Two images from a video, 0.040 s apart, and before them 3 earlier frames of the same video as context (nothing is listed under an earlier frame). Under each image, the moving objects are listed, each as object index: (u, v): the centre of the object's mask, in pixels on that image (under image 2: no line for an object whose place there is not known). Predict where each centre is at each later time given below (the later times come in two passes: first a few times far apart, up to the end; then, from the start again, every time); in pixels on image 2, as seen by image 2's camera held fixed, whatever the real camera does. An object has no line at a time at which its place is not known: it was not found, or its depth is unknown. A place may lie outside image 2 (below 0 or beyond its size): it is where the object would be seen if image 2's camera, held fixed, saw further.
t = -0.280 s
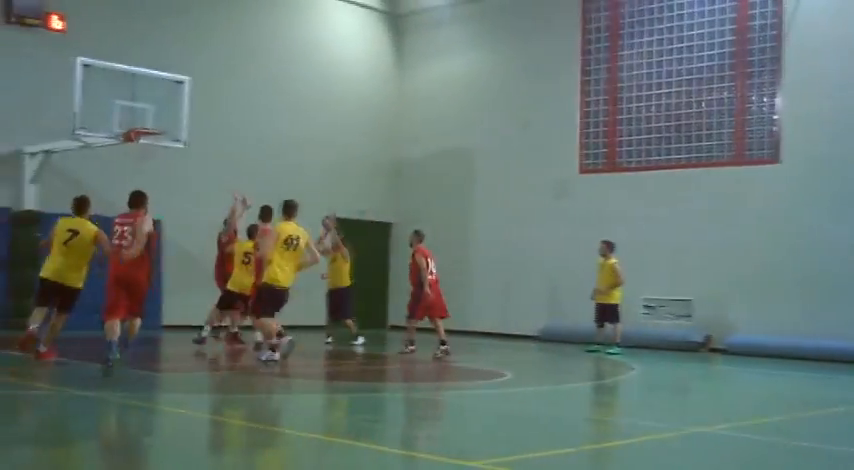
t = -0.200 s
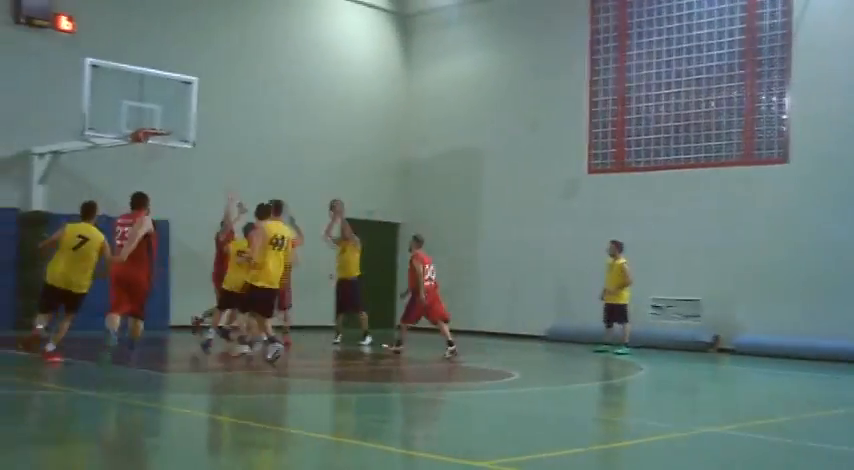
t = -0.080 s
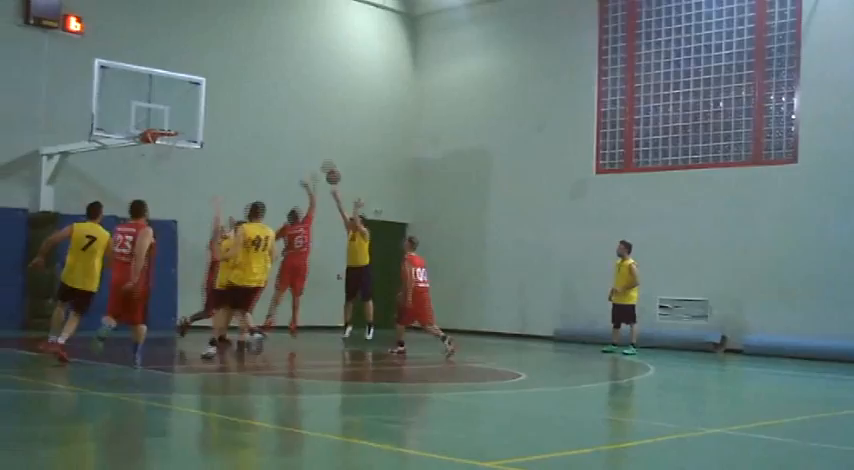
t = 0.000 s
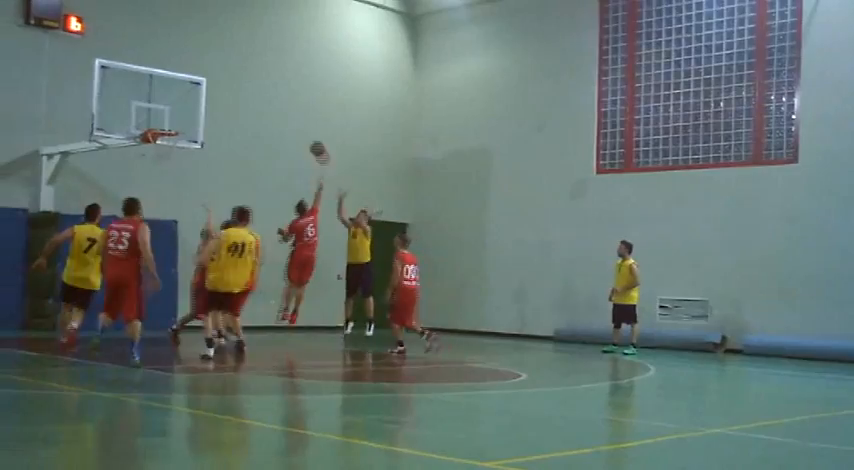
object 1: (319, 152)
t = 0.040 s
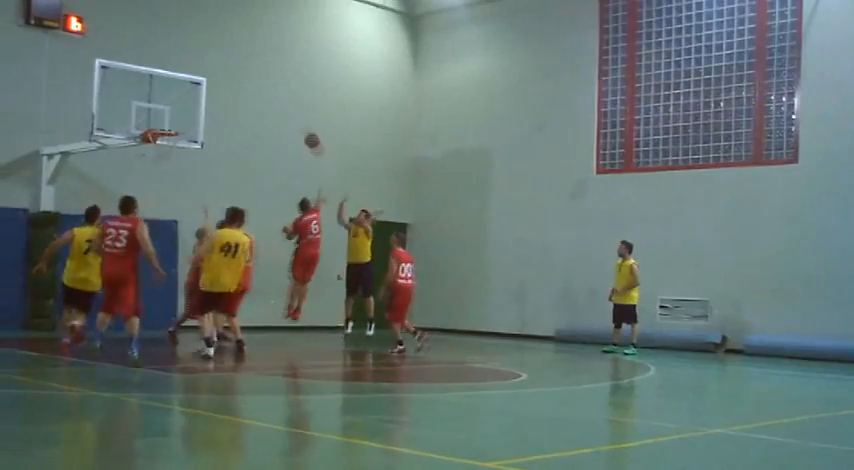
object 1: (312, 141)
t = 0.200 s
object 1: (286, 110)
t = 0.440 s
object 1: (243, 90)
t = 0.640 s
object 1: (205, 101)
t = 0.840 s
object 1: (175, 123)
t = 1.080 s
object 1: (216, 118)
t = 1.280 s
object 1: (248, 142)
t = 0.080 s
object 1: (306, 132)
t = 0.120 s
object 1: (300, 124)
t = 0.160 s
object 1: (293, 116)
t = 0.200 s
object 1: (286, 110)
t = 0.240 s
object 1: (279, 104)
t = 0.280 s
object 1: (272, 98)
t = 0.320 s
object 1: (265, 95)
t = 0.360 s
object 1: (258, 92)
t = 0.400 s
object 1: (251, 91)
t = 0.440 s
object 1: (243, 90)
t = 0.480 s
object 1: (235, 90)
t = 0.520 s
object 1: (228, 91)
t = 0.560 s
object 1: (221, 93)
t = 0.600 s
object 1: (213, 97)
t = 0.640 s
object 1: (205, 101)
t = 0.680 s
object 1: (197, 106)
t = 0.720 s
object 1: (190, 114)
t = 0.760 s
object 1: (180, 120)
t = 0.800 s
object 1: (175, 124)
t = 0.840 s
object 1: (175, 123)
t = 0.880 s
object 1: (181, 121)
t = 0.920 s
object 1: (187, 118)
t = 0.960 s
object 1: (195, 116)
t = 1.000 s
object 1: (201, 116)
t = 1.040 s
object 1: (210, 117)
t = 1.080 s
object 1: (216, 118)
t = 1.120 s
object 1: (223, 121)
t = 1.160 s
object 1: (229, 125)
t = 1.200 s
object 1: (235, 129)
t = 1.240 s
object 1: (241, 135)
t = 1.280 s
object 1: (248, 142)
